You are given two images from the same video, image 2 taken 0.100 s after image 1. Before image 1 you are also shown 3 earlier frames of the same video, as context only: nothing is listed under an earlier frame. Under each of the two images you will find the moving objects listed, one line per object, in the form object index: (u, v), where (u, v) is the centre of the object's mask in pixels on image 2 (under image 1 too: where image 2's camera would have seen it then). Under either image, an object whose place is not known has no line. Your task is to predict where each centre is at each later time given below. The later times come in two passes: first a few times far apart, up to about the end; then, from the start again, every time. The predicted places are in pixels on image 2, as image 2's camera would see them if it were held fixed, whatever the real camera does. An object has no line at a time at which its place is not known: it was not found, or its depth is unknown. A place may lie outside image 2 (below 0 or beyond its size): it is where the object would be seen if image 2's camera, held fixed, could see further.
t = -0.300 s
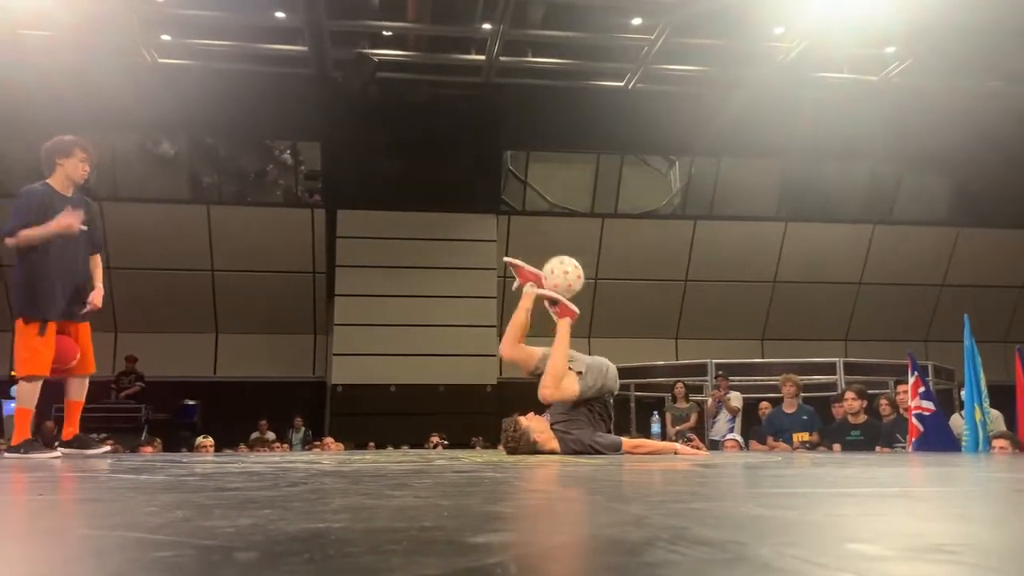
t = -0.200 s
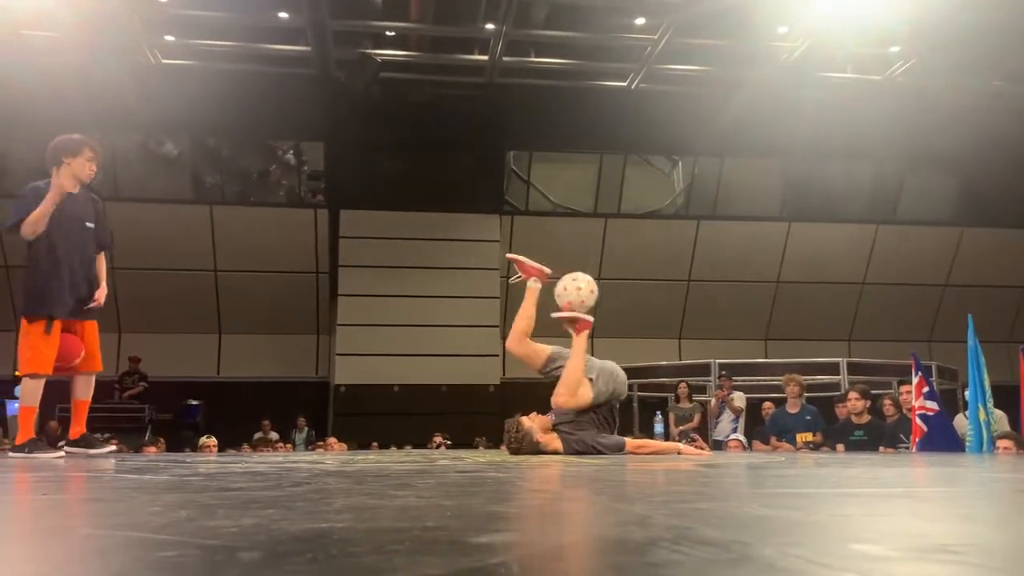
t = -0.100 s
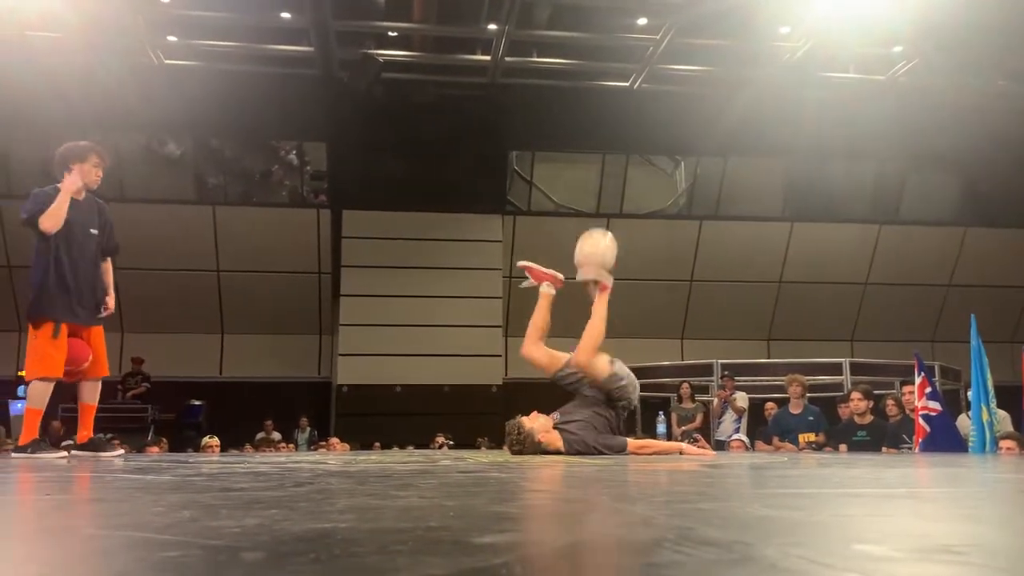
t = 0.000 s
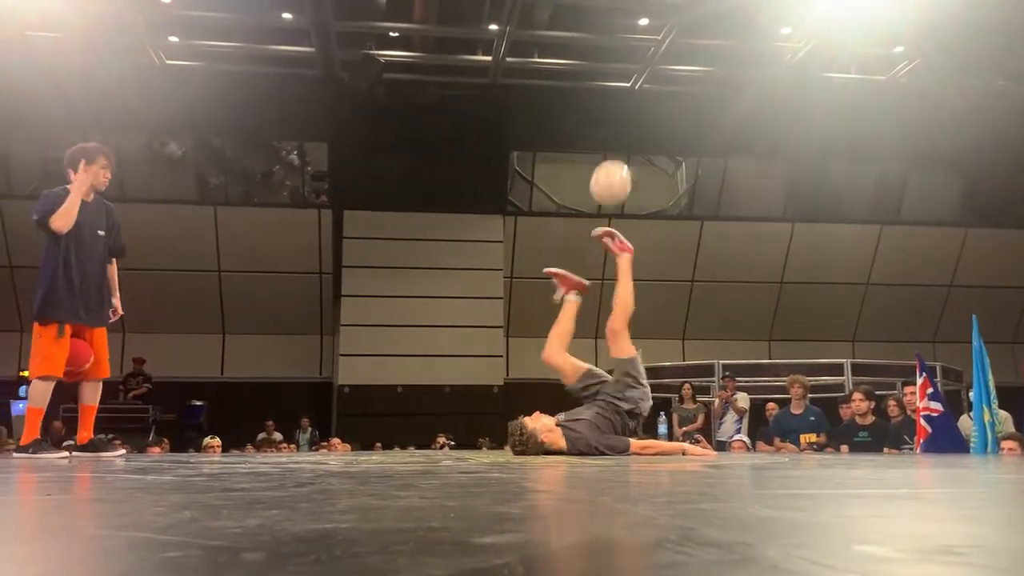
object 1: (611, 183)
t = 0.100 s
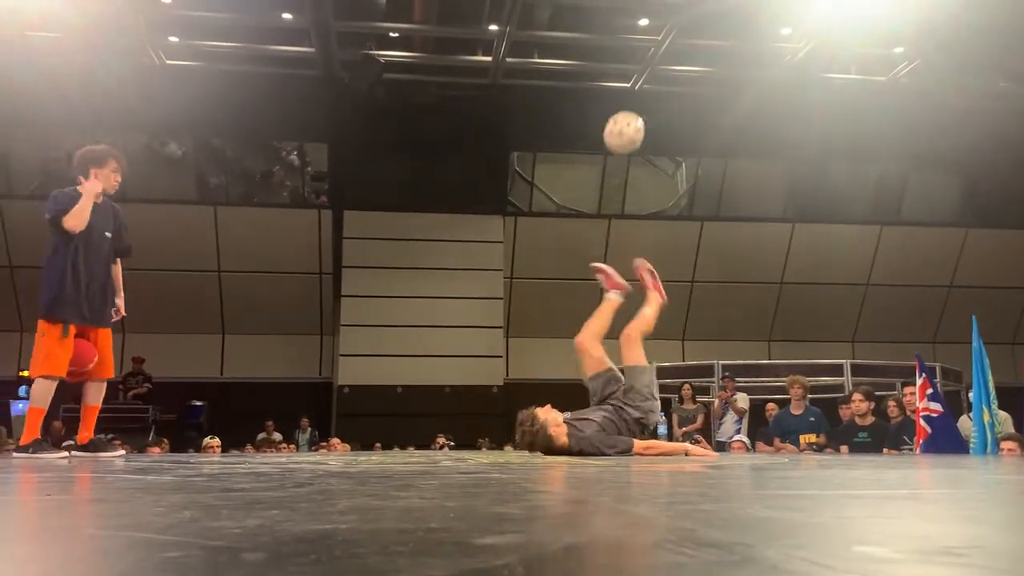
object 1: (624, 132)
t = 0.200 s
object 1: (637, 102)
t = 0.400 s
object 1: (662, 88)
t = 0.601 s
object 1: (687, 136)
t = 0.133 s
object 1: (628, 120)
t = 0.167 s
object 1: (632, 110)
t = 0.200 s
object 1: (637, 102)
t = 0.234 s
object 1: (641, 95)
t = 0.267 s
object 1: (645, 90)
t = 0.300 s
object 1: (649, 87)
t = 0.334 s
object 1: (654, 86)
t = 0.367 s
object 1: (658, 87)
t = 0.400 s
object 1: (662, 88)
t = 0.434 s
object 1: (666, 93)
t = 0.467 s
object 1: (670, 99)
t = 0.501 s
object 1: (674, 106)
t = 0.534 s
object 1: (678, 116)
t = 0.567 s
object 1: (682, 126)
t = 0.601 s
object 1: (687, 136)
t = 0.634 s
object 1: (690, 153)
